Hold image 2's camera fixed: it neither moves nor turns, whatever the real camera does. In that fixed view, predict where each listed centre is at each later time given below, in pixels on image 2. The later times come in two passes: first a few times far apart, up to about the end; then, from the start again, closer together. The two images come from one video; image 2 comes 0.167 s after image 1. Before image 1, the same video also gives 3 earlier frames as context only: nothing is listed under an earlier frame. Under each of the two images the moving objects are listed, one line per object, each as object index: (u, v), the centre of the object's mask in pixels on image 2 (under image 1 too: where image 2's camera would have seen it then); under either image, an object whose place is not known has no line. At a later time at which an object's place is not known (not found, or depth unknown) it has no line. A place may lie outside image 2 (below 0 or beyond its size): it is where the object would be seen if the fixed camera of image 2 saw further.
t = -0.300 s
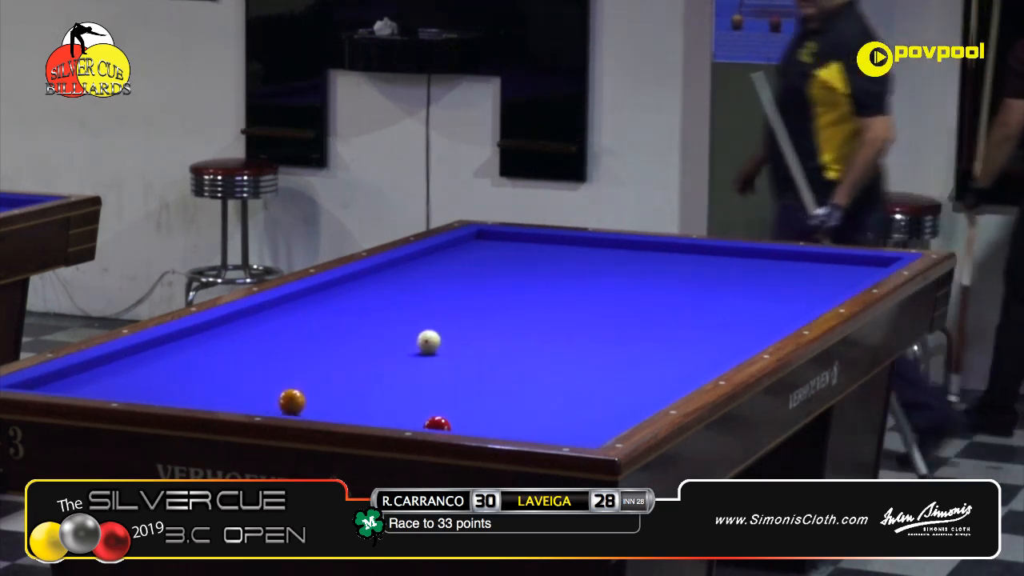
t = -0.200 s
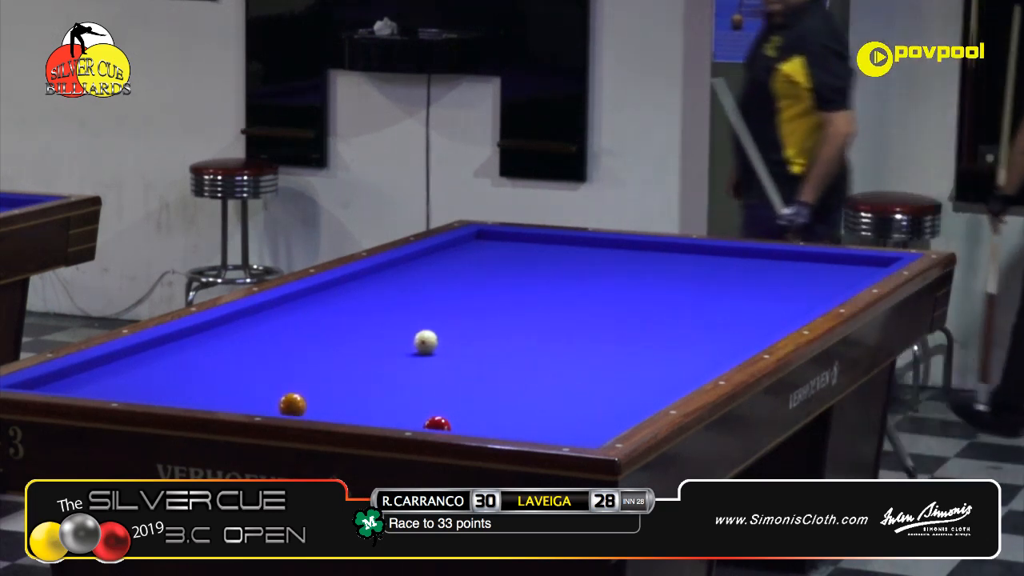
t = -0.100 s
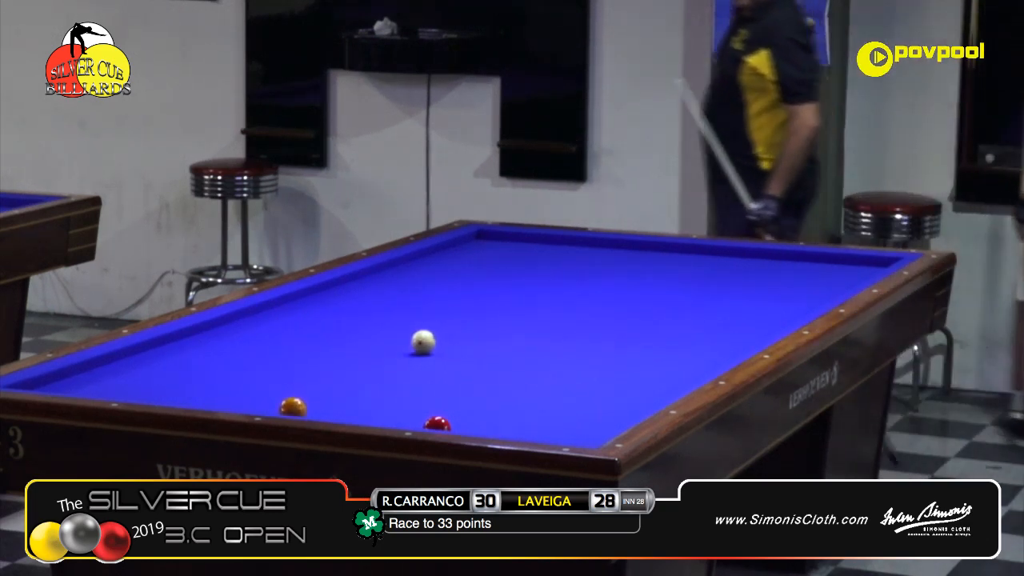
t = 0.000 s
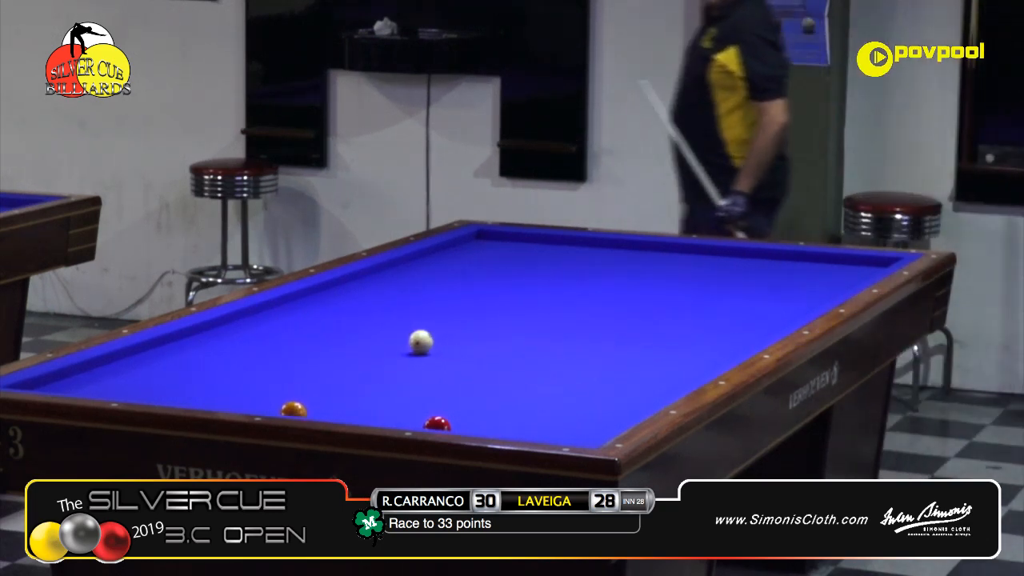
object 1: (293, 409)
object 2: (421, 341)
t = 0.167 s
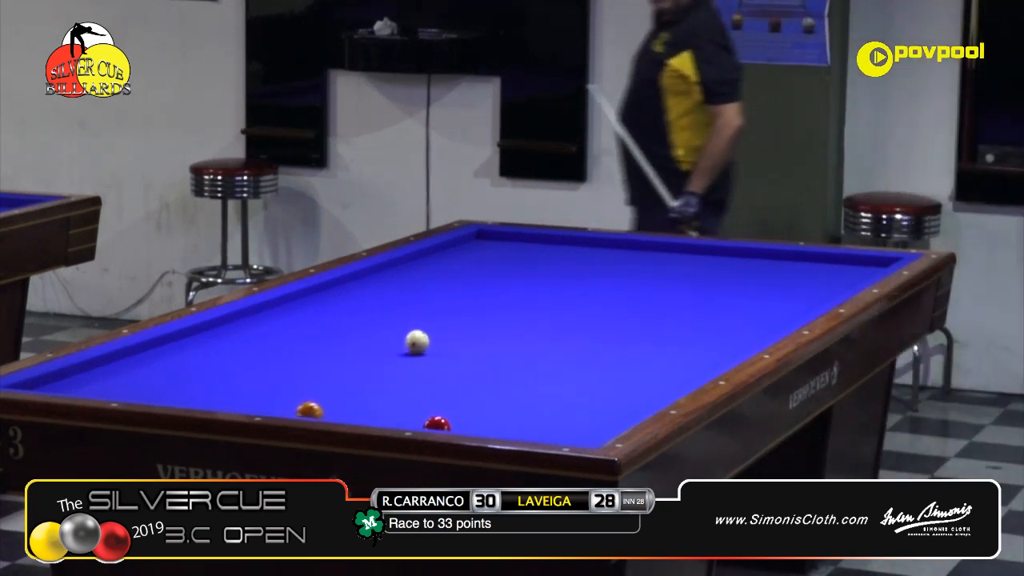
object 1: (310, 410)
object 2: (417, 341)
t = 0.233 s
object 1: (318, 410)
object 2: (416, 341)
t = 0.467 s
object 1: (346, 410)
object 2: (411, 341)
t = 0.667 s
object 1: (370, 410)
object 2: (408, 341)
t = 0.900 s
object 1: (396, 408)
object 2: (406, 341)
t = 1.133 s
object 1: (421, 406)
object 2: (405, 341)
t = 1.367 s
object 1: (444, 403)
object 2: (404, 341)
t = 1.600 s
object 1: (467, 402)
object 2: (404, 341)
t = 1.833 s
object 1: (488, 400)
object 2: (404, 341)
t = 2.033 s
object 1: (506, 399)
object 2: (404, 341)
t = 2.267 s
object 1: (525, 397)
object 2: (404, 341)
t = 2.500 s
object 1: (543, 395)
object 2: (404, 341)
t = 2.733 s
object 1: (560, 394)
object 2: (404, 342)
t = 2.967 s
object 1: (576, 393)
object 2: (404, 341)
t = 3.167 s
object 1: (589, 391)
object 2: (404, 342)
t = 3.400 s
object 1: (603, 390)
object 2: (404, 342)
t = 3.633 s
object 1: (617, 389)
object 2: (404, 342)
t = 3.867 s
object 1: (629, 388)
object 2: (404, 342)
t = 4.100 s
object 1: (640, 387)
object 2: (404, 342)
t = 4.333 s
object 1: (650, 386)
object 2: (404, 342)
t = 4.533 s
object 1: (657, 385)
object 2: (404, 342)
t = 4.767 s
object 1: (665, 383)
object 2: (404, 342)
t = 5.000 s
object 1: (672, 381)
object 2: (404, 342)
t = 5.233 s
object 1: (678, 380)
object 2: (404, 342)
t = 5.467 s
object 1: (678, 379)
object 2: (404, 342)
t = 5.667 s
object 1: (677, 379)
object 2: (404, 342)
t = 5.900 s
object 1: (676, 379)
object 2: (404, 342)
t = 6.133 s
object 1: (676, 379)
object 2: (404, 342)
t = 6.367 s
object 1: (676, 379)
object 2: (404, 342)
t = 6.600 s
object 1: (676, 379)
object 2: (404, 342)
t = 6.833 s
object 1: (676, 379)
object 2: (404, 342)
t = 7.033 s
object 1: (676, 379)
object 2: (404, 342)
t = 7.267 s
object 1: (676, 379)
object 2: (404, 342)
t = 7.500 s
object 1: (676, 379)
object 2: (404, 342)
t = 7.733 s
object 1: (676, 379)
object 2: (404, 342)
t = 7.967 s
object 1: (676, 379)
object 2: (404, 342)
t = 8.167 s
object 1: (676, 379)
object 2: (404, 342)
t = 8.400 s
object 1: (676, 379)
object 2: (404, 342)
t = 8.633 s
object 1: (676, 379)
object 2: (404, 342)
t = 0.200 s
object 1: (314, 410)
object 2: (416, 341)
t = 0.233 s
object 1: (318, 410)
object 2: (416, 341)
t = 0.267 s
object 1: (322, 410)
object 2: (415, 341)
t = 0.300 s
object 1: (326, 410)
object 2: (414, 341)
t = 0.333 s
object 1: (330, 410)
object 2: (414, 341)
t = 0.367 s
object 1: (334, 410)
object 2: (413, 341)
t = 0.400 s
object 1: (338, 410)
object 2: (412, 341)
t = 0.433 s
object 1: (343, 410)
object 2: (412, 341)
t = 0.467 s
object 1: (346, 410)
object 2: (411, 341)
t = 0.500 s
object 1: (350, 410)
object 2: (411, 341)
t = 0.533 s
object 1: (354, 410)
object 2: (410, 341)
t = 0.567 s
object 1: (358, 410)
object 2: (410, 341)
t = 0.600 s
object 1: (362, 410)
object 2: (409, 341)
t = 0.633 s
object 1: (366, 410)
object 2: (409, 341)
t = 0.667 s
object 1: (370, 410)
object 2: (408, 341)
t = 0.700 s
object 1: (374, 409)
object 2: (408, 341)
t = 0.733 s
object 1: (377, 409)
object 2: (408, 341)
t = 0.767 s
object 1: (381, 409)
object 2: (407, 341)
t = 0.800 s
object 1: (385, 409)
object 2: (407, 341)
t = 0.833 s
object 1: (388, 408)
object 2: (407, 341)
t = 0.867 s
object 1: (392, 408)
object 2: (406, 341)
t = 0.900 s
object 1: (396, 408)
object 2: (406, 341)
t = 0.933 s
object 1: (399, 407)
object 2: (406, 341)
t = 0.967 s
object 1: (403, 407)
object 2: (405, 341)
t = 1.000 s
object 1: (407, 407)
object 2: (405, 341)
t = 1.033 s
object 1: (410, 407)
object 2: (405, 341)
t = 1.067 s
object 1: (413, 406)
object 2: (405, 341)
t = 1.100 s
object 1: (417, 406)
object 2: (405, 341)
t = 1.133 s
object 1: (421, 406)
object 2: (405, 341)
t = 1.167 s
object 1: (424, 405)
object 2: (405, 341)
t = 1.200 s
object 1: (427, 404)
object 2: (404, 341)
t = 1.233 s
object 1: (431, 404)
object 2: (404, 341)
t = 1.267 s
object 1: (434, 404)
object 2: (404, 341)
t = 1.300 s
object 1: (438, 403)
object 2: (404, 341)
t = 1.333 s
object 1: (441, 403)
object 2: (404, 341)
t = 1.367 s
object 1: (444, 403)
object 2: (404, 341)
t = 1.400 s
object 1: (448, 403)
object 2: (404, 341)
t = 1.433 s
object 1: (451, 403)
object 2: (404, 341)
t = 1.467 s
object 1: (454, 403)
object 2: (404, 341)
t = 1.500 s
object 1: (457, 402)
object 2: (404, 341)
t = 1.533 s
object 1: (461, 402)
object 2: (404, 341)
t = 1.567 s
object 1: (464, 402)
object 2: (404, 341)
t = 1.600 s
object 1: (467, 402)
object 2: (404, 341)
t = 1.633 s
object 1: (470, 402)
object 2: (404, 341)
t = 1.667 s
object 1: (473, 401)
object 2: (404, 341)
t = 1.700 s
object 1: (476, 401)
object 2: (404, 341)
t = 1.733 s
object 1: (479, 401)
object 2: (404, 341)
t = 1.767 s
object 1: (482, 401)
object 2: (404, 341)
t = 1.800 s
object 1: (485, 400)
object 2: (404, 341)
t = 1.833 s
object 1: (488, 400)
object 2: (404, 341)
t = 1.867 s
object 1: (491, 400)
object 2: (404, 341)
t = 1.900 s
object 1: (494, 400)
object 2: (404, 341)
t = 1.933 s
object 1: (497, 399)
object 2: (404, 341)
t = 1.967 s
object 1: (500, 399)
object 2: (404, 341)
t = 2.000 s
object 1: (503, 399)
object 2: (404, 341)
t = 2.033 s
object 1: (506, 399)
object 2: (404, 341)
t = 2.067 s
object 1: (508, 399)
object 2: (404, 341)
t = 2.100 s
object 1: (511, 398)
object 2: (404, 341)
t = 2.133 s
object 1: (514, 398)
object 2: (404, 341)
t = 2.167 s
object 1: (517, 398)
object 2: (404, 341)
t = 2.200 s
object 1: (519, 397)
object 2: (404, 341)
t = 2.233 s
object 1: (522, 397)
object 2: (404, 341)
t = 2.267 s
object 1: (525, 397)
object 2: (404, 341)
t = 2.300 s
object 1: (527, 397)
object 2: (404, 341)
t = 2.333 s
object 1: (530, 396)
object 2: (404, 341)
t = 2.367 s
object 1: (533, 396)
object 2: (404, 341)
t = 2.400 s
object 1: (535, 396)
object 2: (404, 341)
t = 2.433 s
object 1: (538, 396)
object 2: (404, 341)
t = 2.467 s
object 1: (540, 396)
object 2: (404, 341)
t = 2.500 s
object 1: (543, 395)
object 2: (404, 341)
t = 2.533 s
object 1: (546, 395)
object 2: (404, 341)
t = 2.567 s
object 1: (548, 395)
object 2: (404, 342)
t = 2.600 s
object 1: (550, 395)
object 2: (404, 342)
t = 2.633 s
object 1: (553, 395)
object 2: (404, 341)
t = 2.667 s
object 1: (555, 394)
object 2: (404, 341)
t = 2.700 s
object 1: (558, 394)
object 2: (404, 341)
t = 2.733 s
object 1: (560, 394)
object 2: (404, 342)
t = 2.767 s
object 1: (562, 394)
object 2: (404, 342)
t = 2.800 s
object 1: (565, 393)
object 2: (404, 342)
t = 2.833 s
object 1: (567, 393)
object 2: (404, 342)
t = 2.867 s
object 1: (569, 393)
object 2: (404, 342)
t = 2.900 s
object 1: (572, 393)
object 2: (404, 342)
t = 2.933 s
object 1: (574, 393)
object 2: (404, 341)
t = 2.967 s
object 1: (576, 393)
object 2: (404, 341)
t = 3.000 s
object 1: (579, 392)
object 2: (404, 342)
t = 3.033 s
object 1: (580, 392)
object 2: (404, 342)
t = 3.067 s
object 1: (583, 392)
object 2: (404, 342)
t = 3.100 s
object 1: (585, 392)
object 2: (404, 342)
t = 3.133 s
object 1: (587, 392)
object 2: (404, 342)
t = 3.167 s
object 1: (589, 391)
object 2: (404, 342)
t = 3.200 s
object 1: (591, 391)
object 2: (404, 342)
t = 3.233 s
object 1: (593, 391)
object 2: (404, 342)
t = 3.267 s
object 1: (595, 391)
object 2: (404, 342)
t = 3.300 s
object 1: (597, 391)
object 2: (404, 342)
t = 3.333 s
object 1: (599, 391)
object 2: (404, 342)
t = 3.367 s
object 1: (601, 391)
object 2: (404, 342)
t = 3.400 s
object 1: (603, 390)
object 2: (404, 342)
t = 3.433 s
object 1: (605, 390)
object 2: (404, 342)
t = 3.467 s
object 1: (607, 390)
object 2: (404, 342)
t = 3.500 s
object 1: (609, 390)
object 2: (404, 342)
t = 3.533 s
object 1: (611, 390)
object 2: (404, 342)
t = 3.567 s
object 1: (613, 389)
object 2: (404, 342)
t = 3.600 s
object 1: (615, 389)
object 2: (404, 342)
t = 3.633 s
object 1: (617, 389)
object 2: (404, 342)
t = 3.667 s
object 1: (618, 389)
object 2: (404, 342)
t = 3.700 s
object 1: (620, 389)
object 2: (404, 342)
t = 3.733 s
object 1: (622, 389)
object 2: (404, 342)
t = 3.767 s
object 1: (623, 388)
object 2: (404, 342)
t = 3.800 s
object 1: (625, 388)
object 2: (404, 342)
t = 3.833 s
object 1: (627, 388)
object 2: (404, 342)
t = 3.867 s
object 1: (629, 388)
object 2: (404, 342)
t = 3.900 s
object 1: (630, 388)
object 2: (404, 342)
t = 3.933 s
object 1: (632, 388)
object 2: (404, 342)
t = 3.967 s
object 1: (633, 387)
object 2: (404, 342)
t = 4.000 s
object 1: (635, 387)
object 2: (404, 342)
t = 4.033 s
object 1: (637, 387)
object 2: (404, 341)
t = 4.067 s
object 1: (638, 387)
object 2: (404, 341)
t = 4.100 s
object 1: (640, 387)
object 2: (404, 342)
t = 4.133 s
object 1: (641, 387)
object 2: (404, 341)
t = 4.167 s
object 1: (643, 387)
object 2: (404, 342)
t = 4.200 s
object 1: (644, 387)
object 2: (404, 342)
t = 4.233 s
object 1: (645, 386)
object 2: (404, 342)
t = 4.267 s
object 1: (647, 386)
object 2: (404, 342)
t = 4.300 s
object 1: (648, 386)
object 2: (404, 342)
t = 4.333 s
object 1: (650, 386)
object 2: (404, 342)
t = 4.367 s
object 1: (651, 386)
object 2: (404, 342)
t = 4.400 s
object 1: (652, 386)
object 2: (404, 342)
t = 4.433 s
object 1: (654, 385)
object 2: (404, 342)
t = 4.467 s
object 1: (655, 385)
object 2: (404, 342)
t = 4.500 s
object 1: (656, 385)
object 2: (404, 342)
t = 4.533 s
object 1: (657, 385)
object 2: (404, 342)
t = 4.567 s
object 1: (658, 385)
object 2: (404, 342)
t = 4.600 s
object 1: (660, 385)
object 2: (404, 342)
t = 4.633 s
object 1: (661, 384)
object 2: (404, 341)
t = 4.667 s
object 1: (662, 384)
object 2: (404, 341)
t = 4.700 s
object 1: (663, 384)
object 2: (404, 342)
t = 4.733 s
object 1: (664, 384)
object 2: (404, 342)
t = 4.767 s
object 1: (665, 383)
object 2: (404, 342)
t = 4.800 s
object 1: (667, 383)
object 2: (404, 342)
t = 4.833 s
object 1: (667, 383)
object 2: (404, 342)
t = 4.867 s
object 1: (668, 382)
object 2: (404, 342)
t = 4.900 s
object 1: (669, 382)
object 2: (404, 342)
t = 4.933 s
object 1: (670, 382)
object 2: (404, 342)
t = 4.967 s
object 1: (671, 382)
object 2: (404, 342)
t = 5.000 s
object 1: (672, 381)
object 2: (404, 342)
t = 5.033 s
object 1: (673, 381)
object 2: (404, 342)
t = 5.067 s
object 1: (674, 381)
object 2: (404, 342)
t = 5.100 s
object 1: (675, 381)
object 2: (404, 342)
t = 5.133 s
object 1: (676, 380)
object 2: (404, 342)
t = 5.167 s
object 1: (677, 380)
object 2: (404, 342)
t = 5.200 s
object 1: (677, 380)
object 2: (404, 342)
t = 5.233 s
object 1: (678, 380)
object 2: (404, 342)
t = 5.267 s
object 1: (678, 379)
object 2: (404, 342)
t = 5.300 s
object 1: (678, 379)
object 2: (404, 342)
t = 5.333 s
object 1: (678, 379)
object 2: (404, 342)
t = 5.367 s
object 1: (678, 379)
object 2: (404, 342)
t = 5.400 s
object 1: (678, 379)
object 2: (404, 342)
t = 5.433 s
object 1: (678, 379)
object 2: (404, 342)
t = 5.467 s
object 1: (678, 379)
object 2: (404, 342)
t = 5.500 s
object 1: (677, 379)
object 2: (404, 342)
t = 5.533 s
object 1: (677, 379)
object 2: (404, 342)
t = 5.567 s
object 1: (677, 379)
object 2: (404, 342)
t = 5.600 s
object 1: (677, 379)
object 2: (404, 342)
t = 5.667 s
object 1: (677, 379)
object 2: (404, 342)
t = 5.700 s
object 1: (677, 379)
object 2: (404, 342)
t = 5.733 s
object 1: (677, 379)
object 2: (404, 342)
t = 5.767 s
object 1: (677, 379)
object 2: (404, 342)
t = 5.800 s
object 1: (676, 379)
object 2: (404, 342)
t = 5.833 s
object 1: (676, 379)
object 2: (404, 342)
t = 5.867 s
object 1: (676, 379)
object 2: (404, 342)
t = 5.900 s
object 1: (676, 379)
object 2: (404, 342)
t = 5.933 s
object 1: (676, 379)
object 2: (404, 342)
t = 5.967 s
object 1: (676, 379)
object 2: (404, 342)
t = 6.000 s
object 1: (676, 379)
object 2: (404, 342)
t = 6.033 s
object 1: (676, 379)
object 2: (404, 342)
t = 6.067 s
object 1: (676, 379)
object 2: (404, 342)
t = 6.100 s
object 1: (676, 379)
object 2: (404, 342)
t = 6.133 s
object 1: (676, 379)
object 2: (404, 342)
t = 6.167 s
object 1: (676, 379)
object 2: (404, 342)
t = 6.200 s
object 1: (676, 379)
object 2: (404, 342)
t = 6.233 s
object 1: (676, 379)
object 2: (404, 342)
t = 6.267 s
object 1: (676, 379)
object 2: (404, 342)
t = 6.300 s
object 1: (676, 379)
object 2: (404, 342)
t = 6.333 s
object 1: (676, 379)
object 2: (404, 342)
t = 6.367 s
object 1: (676, 379)
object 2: (404, 342)
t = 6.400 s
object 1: (676, 379)
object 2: (404, 342)
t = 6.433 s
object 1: (676, 379)
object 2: (404, 342)
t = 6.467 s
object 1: (676, 379)
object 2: (404, 342)
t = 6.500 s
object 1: (676, 379)
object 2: (404, 342)
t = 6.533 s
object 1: (676, 379)
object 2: (404, 342)
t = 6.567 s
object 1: (676, 379)
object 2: (404, 342)
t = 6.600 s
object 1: (676, 379)
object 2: (404, 342)
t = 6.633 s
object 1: (676, 379)
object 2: (404, 342)
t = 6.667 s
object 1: (676, 379)
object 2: (404, 342)
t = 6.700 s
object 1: (676, 379)
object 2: (404, 342)
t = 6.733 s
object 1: (676, 379)
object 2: (404, 342)
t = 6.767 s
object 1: (676, 379)
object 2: (404, 342)
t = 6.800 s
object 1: (676, 379)
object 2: (404, 342)
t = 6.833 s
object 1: (676, 379)
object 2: (404, 342)
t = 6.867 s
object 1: (676, 379)
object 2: (404, 342)
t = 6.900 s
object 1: (676, 379)
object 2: (404, 342)
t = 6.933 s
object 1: (676, 379)
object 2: (404, 342)
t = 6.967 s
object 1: (676, 379)
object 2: (404, 342)
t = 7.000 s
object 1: (676, 379)
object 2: (404, 342)
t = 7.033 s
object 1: (676, 379)
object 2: (404, 342)
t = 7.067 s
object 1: (676, 379)
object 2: (404, 342)
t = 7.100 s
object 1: (676, 379)
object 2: (404, 342)
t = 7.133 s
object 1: (676, 379)
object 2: (404, 342)
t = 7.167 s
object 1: (676, 379)
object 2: (404, 342)
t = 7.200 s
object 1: (676, 379)
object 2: (404, 342)
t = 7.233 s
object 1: (676, 379)
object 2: (404, 342)
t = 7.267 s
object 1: (676, 379)
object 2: (404, 342)
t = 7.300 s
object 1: (676, 379)
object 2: (404, 342)
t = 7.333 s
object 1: (676, 379)
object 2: (404, 342)
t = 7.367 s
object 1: (676, 379)
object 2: (404, 342)
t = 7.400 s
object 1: (676, 379)
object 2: (404, 342)
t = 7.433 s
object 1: (676, 379)
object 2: (404, 342)
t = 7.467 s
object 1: (676, 379)
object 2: (404, 342)
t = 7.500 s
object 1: (676, 379)
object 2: (404, 342)
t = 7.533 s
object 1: (676, 379)
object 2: (404, 342)
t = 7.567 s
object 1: (676, 379)
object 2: (404, 342)
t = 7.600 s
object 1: (676, 379)
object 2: (404, 342)
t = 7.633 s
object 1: (676, 379)
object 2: (404, 342)
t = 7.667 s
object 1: (676, 379)
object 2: (404, 342)
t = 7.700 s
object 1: (676, 379)
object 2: (404, 342)
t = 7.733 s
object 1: (676, 379)
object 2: (404, 342)
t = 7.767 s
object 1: (676, 379)
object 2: (404, 342)
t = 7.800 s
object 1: (676, 379)
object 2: (404, 342)
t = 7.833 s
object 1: (676, 379)
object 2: (404, 342)
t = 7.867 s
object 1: (676, 379)
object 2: (404, 342)
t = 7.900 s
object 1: (676, 379)
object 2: (404, 342)
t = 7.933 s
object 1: (676, 379)
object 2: (404, 342)
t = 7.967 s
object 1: (676, 379)
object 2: (404, 342)
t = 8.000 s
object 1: (676, 379)
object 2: (404, 342)
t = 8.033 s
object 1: (676, 379)
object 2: (404, 342)
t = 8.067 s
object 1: (676, 379)
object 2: (404, 342)
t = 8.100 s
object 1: (676, 379)
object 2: (404, 342)
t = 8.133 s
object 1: (676, 379)
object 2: (404, 342)
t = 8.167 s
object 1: (676, 379)
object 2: (404, 342)
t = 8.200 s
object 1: (676, 379)
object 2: (404, 342)
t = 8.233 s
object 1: (676, 379)
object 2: (404, 342)
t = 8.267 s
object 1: (676, 379)
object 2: (404, 342)
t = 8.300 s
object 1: (676, 379)
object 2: (404, 342)
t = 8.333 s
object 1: (676, 379)
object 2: (404, 342)
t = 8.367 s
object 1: (676, 379)
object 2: (404, 342)
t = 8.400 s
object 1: (676, 379)
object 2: (404, 342)
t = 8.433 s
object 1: (676, 379)
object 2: (404, 342)
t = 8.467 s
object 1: (676, 379)
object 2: (404, 342)
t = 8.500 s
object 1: (676, 379)
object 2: (404, 342)
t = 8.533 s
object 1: (676, 379)
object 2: (404, 342)
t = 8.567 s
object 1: (676, 379)
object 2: (404, 342)
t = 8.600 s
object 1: (676, 379)
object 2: (404, 342)
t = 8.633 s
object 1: (676, 379)
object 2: (404, 342)
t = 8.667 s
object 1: (676, 379)
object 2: (404, 342)
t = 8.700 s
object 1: (676, 379)
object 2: (404, 342)
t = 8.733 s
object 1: (676, 379)
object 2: (404, 342)
